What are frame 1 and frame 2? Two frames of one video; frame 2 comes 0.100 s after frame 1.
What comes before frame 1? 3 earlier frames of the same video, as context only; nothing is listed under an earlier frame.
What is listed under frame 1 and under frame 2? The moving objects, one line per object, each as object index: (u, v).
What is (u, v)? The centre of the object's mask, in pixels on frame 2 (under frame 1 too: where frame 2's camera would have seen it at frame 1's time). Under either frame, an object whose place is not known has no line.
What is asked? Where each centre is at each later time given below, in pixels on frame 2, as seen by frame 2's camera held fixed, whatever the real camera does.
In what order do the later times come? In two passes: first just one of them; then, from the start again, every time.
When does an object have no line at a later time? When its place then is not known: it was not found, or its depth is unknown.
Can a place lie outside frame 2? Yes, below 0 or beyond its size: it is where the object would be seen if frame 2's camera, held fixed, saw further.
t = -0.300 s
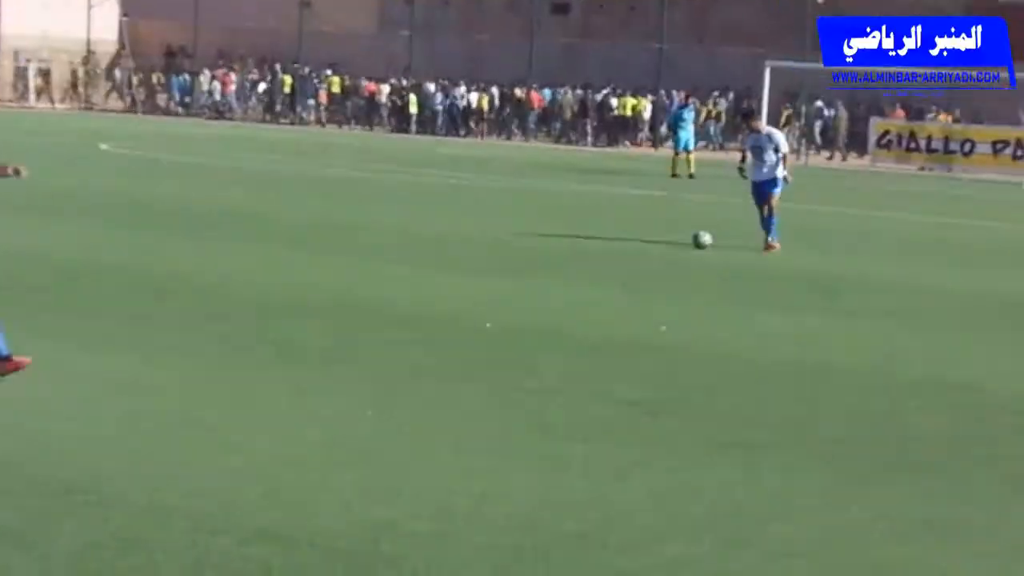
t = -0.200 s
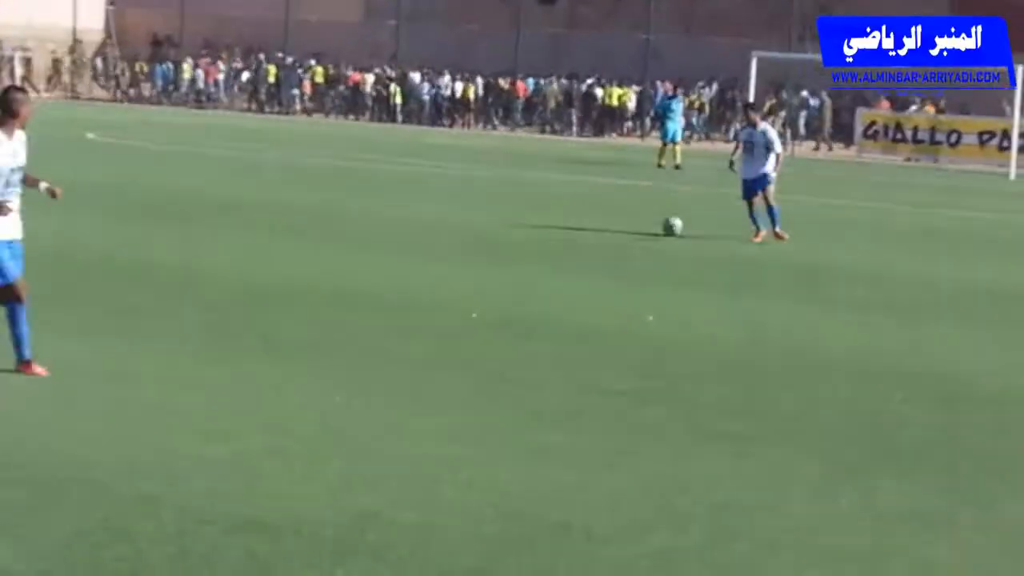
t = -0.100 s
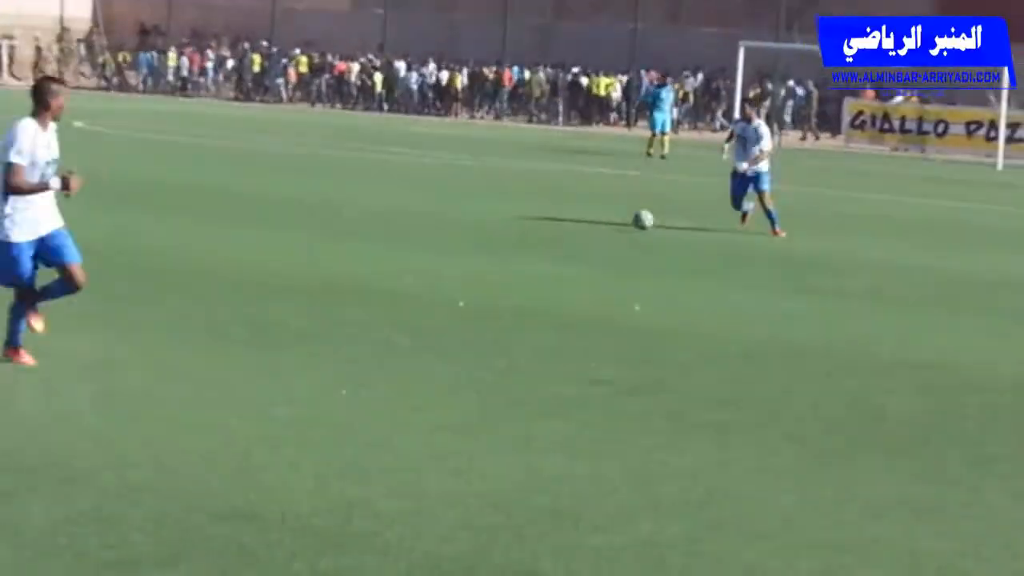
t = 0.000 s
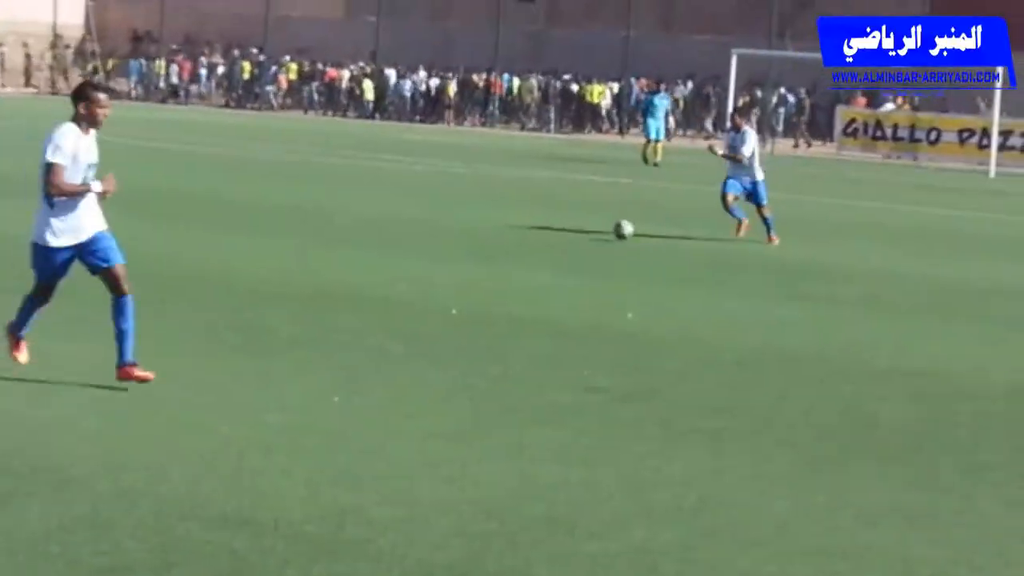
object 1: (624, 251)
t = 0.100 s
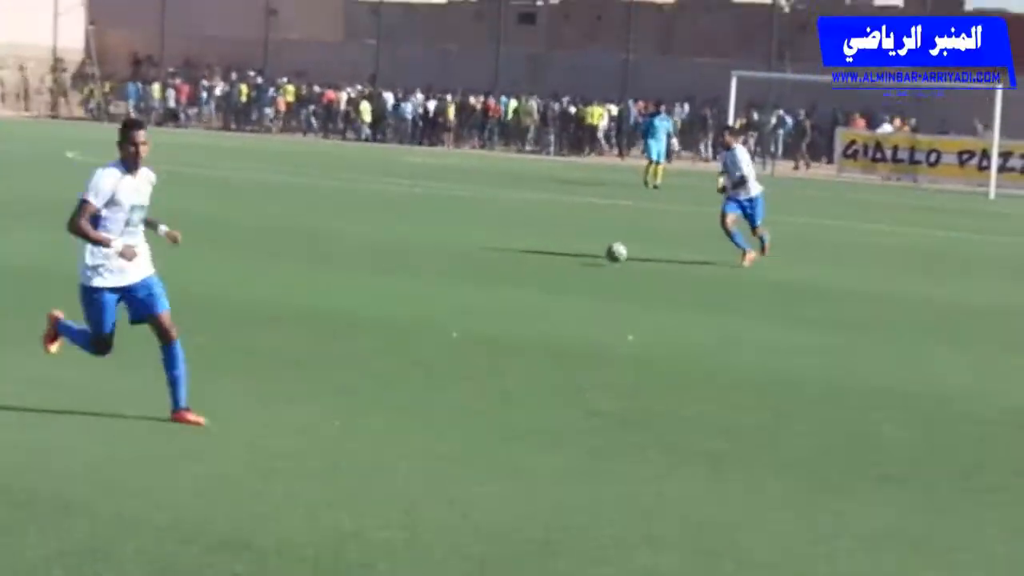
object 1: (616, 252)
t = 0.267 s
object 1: (606, 259)
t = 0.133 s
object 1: (614, 254)
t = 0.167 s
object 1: (611, 257)
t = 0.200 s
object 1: (609, 260)
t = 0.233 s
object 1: (607, 259)
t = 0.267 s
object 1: (606, 259)
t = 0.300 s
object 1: (604, 259)
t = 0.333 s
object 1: (602, 261)
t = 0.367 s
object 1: (601, 263)
